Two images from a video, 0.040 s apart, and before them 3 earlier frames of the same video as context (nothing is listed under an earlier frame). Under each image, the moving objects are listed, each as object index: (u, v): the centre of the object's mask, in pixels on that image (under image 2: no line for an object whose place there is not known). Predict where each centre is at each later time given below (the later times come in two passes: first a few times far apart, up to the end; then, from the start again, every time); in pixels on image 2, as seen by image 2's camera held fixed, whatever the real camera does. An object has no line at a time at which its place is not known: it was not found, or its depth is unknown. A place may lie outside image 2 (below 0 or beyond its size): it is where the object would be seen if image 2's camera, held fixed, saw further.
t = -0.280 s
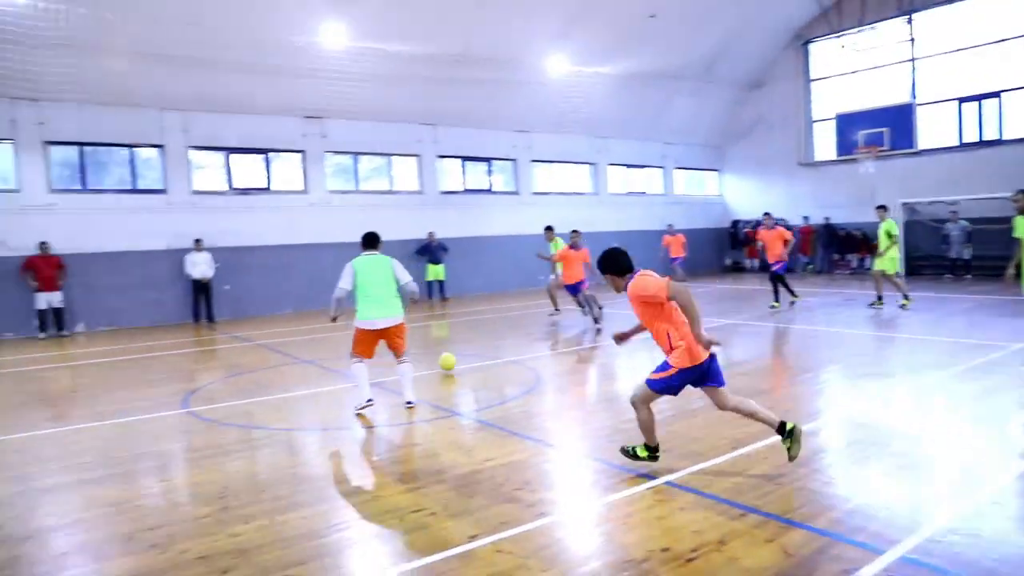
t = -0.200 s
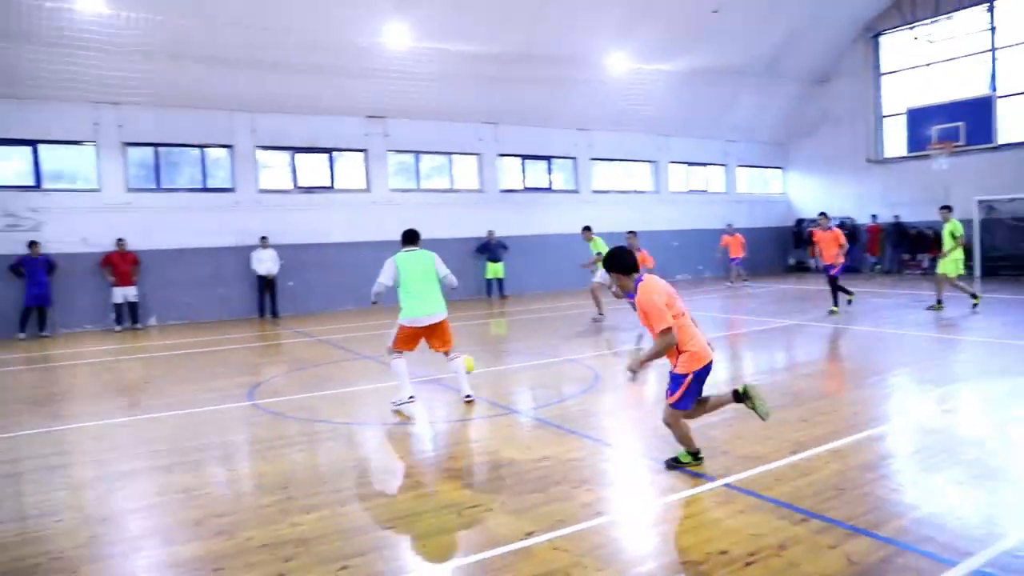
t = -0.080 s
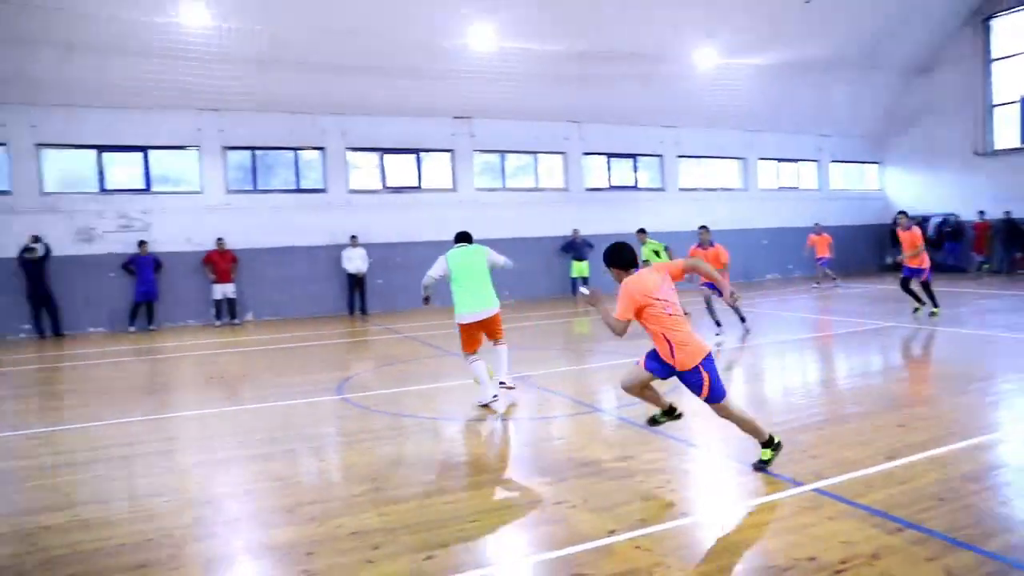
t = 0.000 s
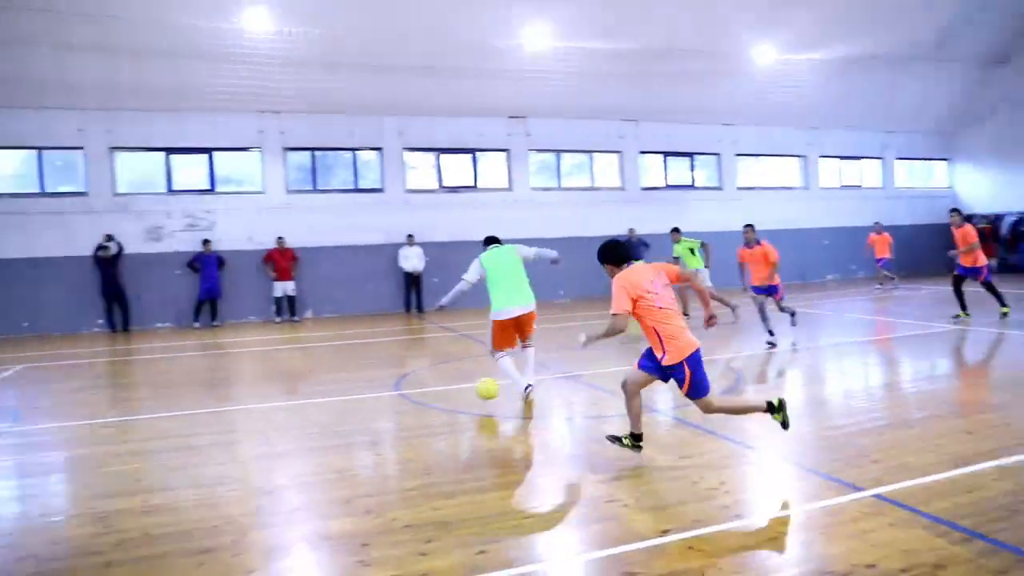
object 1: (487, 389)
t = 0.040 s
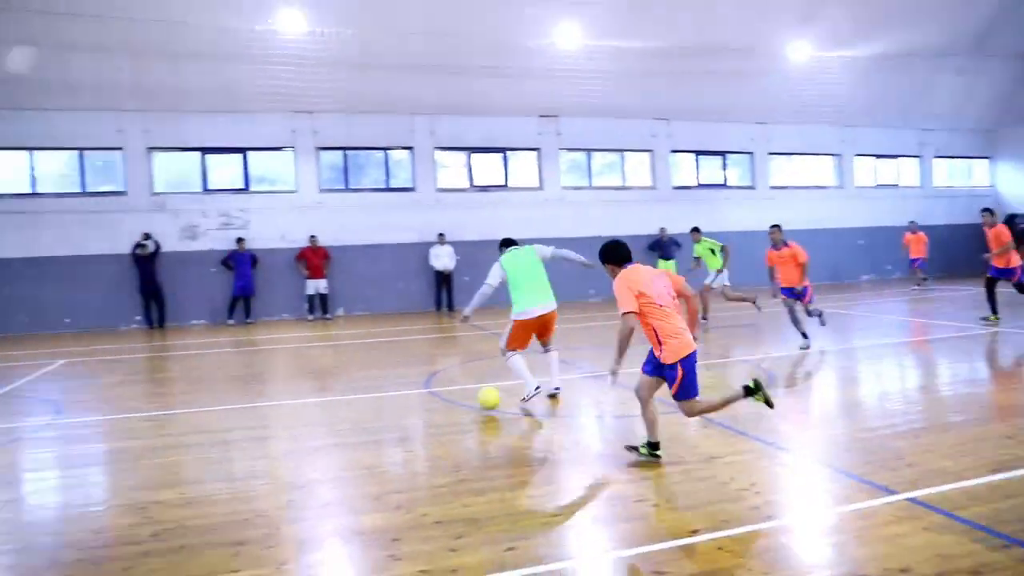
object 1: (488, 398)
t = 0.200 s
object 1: (380, 420)
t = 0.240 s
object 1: (351, 428)
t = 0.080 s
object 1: (462, 405)
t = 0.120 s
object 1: (436, 409)
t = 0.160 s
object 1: (409, 413)
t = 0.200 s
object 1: (380, 420)
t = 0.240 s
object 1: (351, 428)
